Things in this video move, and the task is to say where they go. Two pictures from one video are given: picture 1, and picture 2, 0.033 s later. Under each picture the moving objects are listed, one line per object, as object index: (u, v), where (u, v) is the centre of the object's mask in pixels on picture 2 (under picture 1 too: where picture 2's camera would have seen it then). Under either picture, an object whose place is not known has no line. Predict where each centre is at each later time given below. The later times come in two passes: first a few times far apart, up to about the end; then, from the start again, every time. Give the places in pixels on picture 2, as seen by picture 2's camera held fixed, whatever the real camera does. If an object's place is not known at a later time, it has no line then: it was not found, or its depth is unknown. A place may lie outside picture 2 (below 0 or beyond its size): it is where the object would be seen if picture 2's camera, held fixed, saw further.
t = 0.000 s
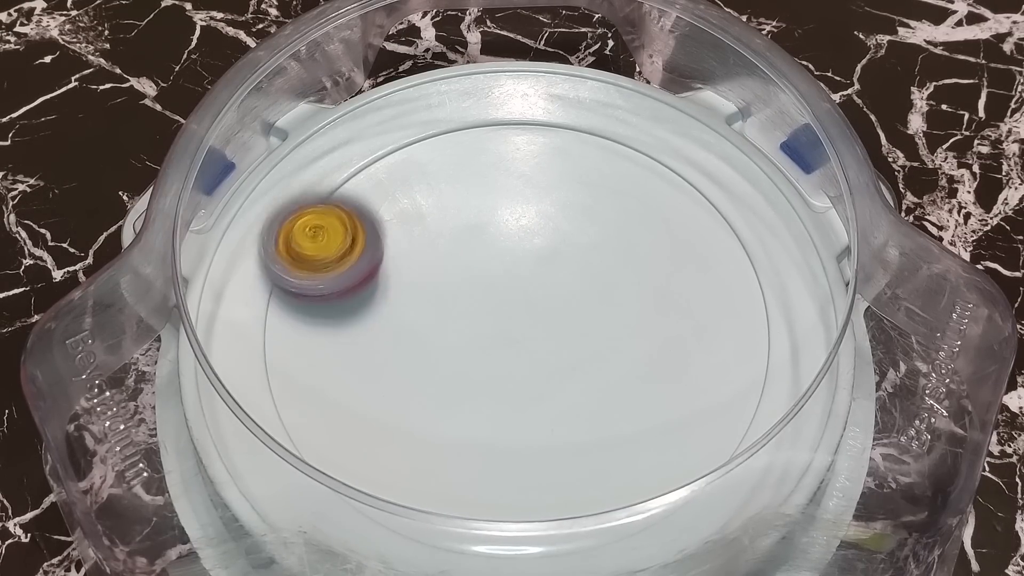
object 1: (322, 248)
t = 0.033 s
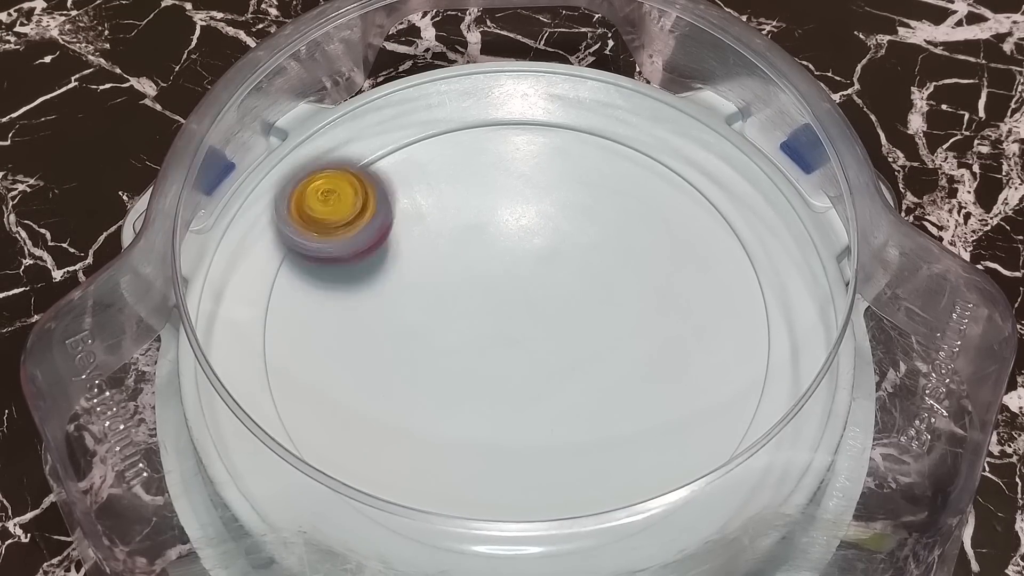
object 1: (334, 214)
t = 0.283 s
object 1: (632, 132)
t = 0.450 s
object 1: (746, 389)
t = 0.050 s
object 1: (341, 197)
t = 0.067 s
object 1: (352, 180)
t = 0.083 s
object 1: (363, 164)
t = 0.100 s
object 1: (378, 152)
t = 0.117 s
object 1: (395, 140)
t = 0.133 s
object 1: (412, 130)
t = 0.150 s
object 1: (431, 120)
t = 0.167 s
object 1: (452, 114)
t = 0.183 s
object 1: (475, 112)
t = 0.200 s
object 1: (500, 110)
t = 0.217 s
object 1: (525, 110)
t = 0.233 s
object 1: (552, 110)
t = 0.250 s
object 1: (578, 115)
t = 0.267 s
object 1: (605, 123)
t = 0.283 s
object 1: (632, 132)
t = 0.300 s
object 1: (658, 146)
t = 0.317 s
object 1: (684, 163)
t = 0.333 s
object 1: (707, 182)
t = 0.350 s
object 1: (729, 206)
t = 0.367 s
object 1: (747, 231)
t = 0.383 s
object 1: (760, 261)
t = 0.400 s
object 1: (768, 293)
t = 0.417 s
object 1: (771, 329)
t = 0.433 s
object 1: (761, 360)
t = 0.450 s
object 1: (746, 389)
